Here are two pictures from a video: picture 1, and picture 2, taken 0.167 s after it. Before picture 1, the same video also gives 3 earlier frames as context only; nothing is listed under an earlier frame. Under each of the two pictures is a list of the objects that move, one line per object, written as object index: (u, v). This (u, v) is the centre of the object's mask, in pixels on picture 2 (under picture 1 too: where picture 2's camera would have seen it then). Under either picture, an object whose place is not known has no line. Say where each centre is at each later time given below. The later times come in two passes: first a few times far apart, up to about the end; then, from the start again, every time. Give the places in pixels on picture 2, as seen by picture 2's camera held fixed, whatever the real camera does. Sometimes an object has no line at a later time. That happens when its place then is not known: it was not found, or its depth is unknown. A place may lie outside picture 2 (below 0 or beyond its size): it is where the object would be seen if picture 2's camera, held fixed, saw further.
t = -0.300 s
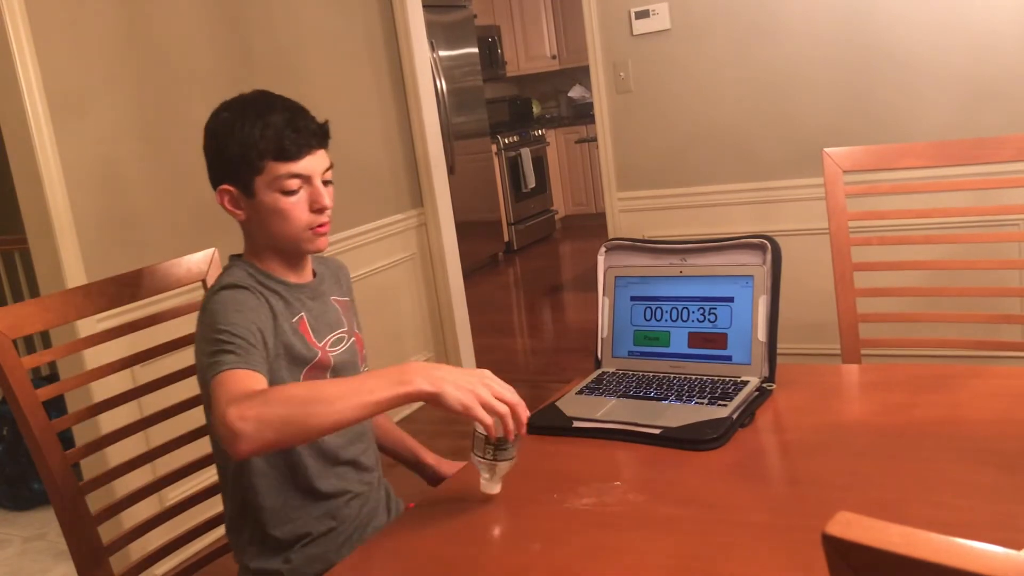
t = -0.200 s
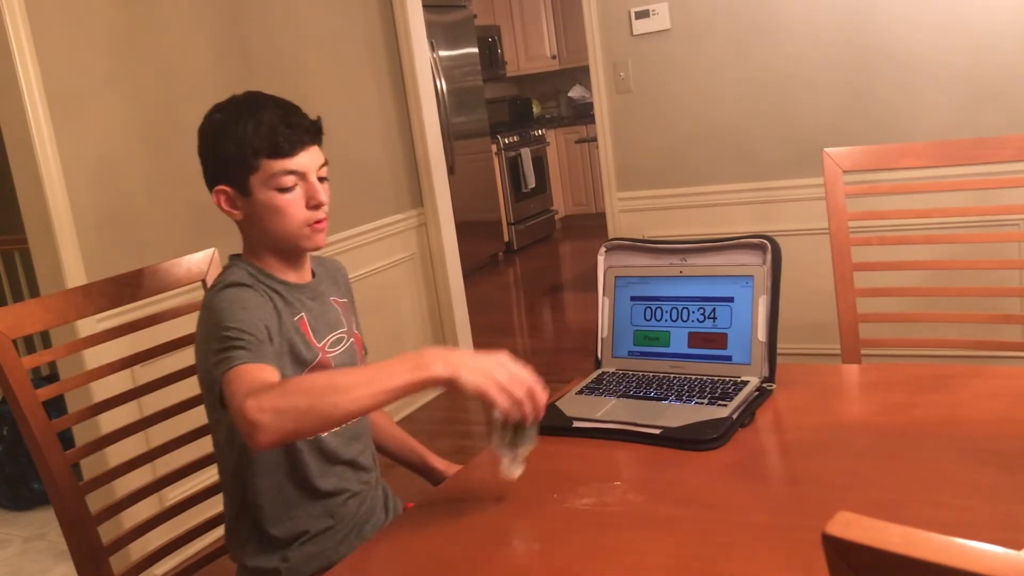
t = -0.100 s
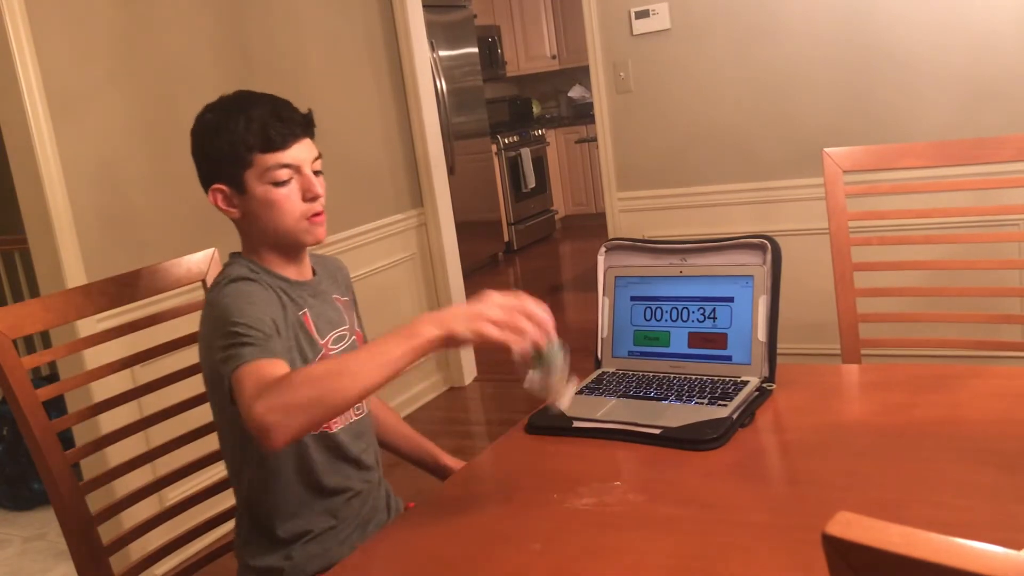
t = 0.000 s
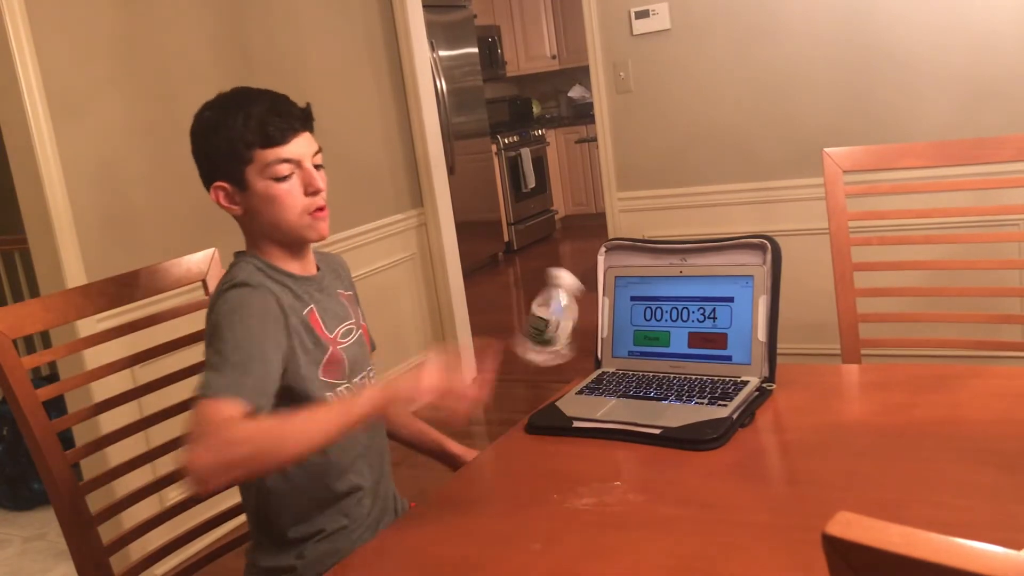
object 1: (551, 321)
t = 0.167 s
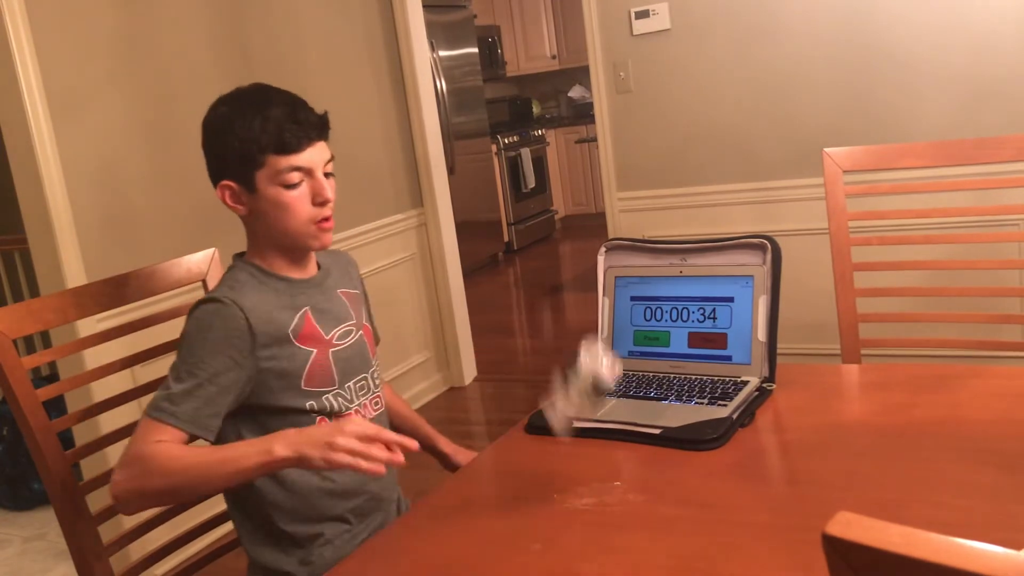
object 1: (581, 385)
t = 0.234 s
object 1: (596, 444)
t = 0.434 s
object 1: (588, 448)
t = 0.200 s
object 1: (591, 423)
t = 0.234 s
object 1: (596, 444)
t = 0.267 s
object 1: (595, 445)
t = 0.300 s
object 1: (593, 446)
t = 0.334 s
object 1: (591, 446)
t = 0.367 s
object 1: (589, 447)
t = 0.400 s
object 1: (588, 448)
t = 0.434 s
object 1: (588, 448)
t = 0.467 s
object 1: (590, 447)
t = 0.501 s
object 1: (593, 447)
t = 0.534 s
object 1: (593, 447)
